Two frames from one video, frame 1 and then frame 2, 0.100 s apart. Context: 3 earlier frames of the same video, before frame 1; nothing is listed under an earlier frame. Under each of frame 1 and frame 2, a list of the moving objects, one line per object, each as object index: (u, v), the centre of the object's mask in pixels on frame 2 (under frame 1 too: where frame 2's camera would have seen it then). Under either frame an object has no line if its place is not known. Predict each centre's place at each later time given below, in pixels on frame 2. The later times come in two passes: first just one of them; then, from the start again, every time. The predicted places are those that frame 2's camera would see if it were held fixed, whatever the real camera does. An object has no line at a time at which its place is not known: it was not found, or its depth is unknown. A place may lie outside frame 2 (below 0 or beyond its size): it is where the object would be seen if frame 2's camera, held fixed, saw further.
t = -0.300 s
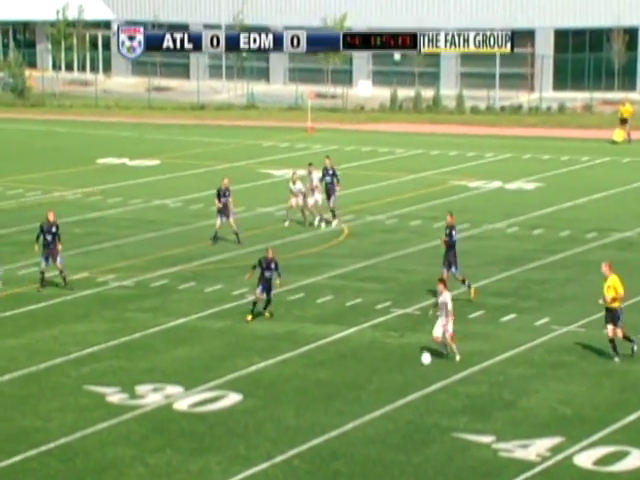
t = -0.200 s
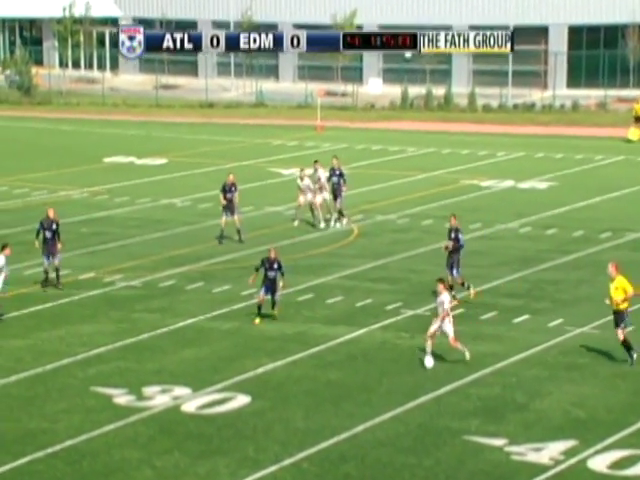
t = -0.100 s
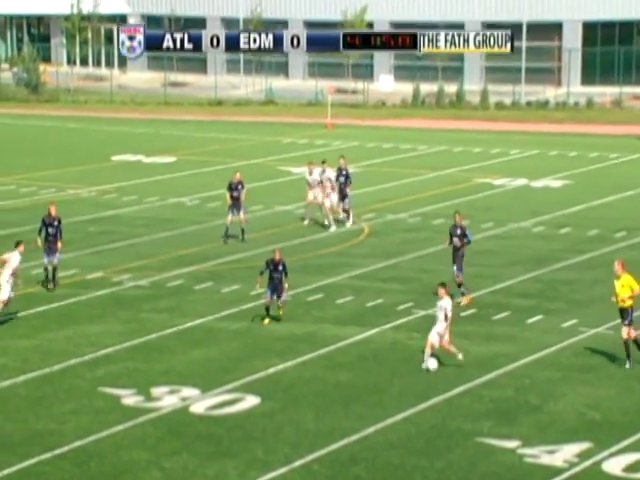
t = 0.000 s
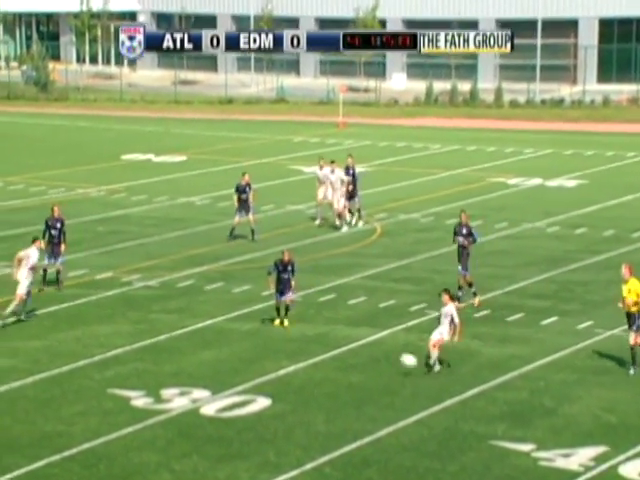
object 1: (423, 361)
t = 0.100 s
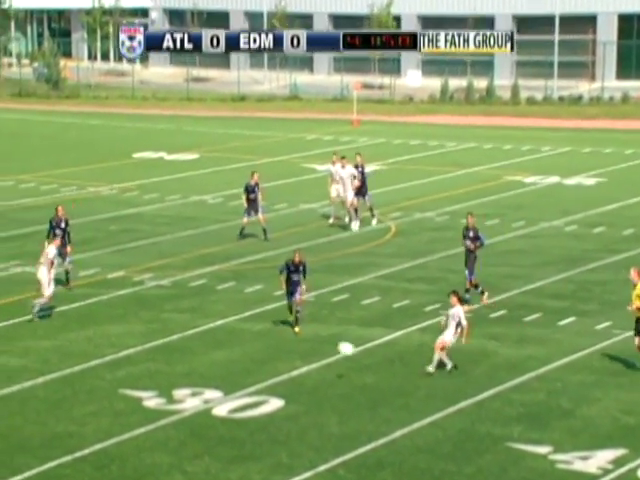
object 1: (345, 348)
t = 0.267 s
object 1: (221, 343)
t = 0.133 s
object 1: (321, 345)
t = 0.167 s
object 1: (296, 344)
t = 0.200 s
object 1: (270, 342)
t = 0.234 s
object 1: (246, 342)
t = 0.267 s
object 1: (221, 343)
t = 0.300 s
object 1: (197, 345)
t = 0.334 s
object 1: (173, 347)
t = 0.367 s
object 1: (149, 350)
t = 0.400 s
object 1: (126, 353)
